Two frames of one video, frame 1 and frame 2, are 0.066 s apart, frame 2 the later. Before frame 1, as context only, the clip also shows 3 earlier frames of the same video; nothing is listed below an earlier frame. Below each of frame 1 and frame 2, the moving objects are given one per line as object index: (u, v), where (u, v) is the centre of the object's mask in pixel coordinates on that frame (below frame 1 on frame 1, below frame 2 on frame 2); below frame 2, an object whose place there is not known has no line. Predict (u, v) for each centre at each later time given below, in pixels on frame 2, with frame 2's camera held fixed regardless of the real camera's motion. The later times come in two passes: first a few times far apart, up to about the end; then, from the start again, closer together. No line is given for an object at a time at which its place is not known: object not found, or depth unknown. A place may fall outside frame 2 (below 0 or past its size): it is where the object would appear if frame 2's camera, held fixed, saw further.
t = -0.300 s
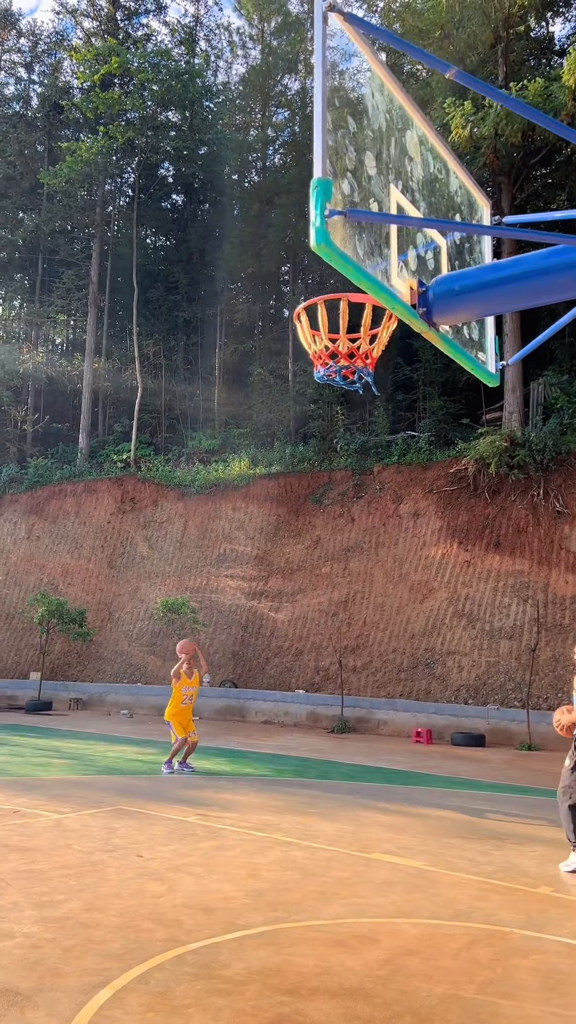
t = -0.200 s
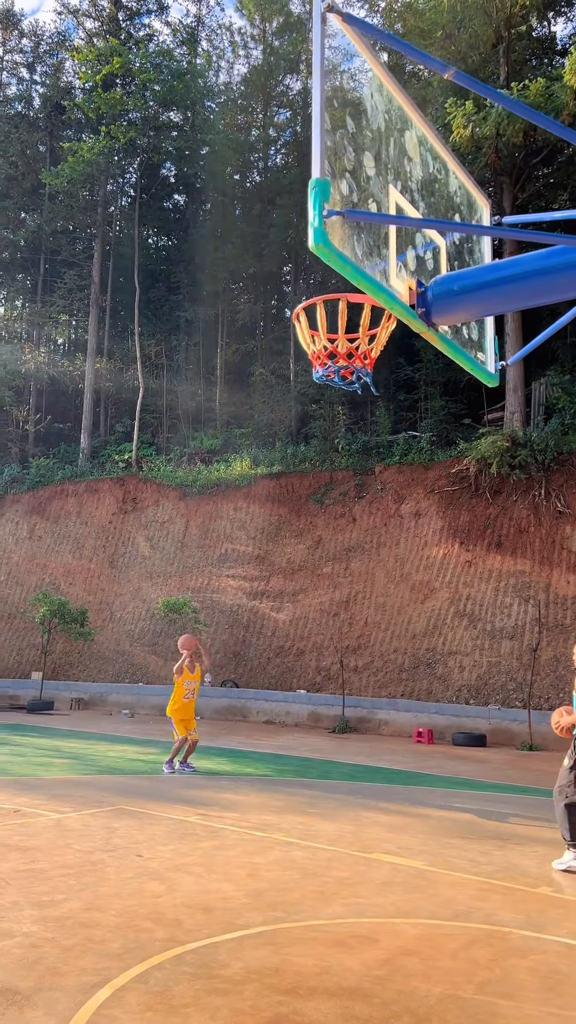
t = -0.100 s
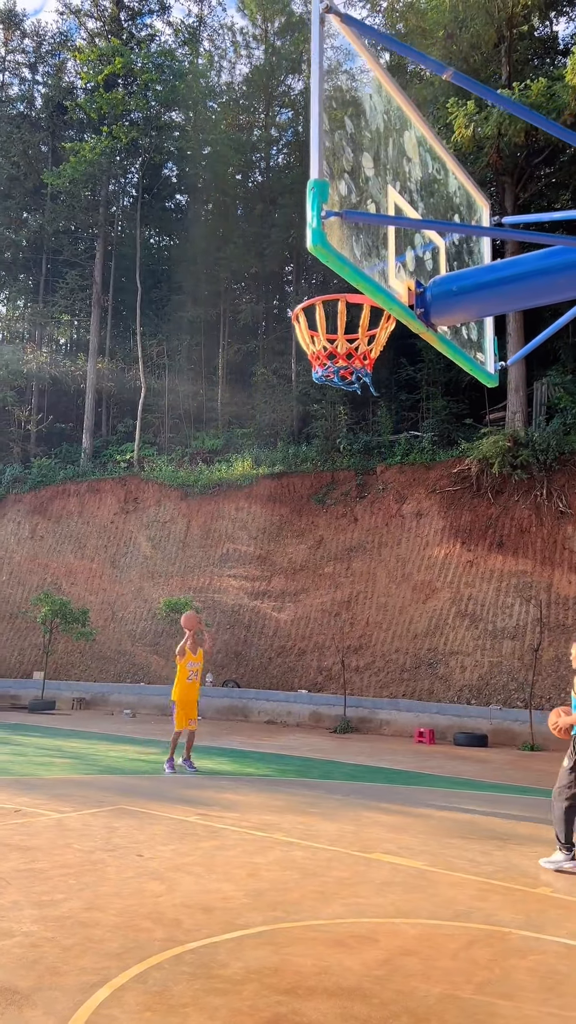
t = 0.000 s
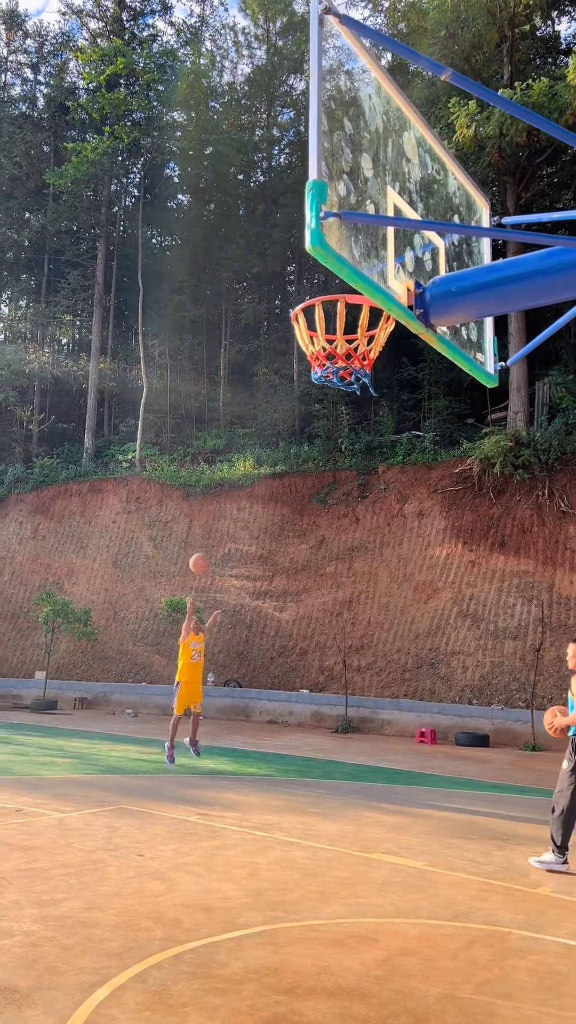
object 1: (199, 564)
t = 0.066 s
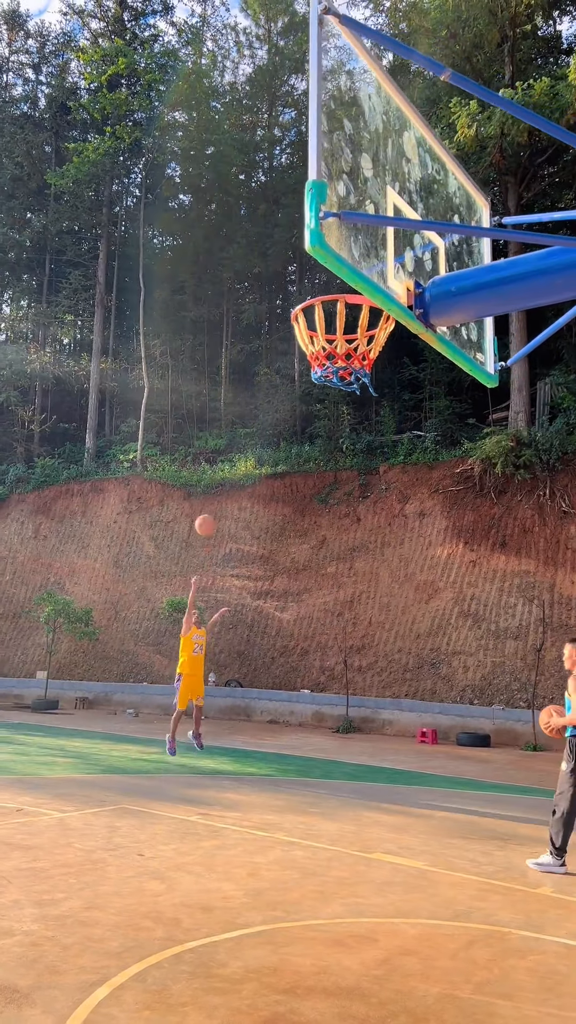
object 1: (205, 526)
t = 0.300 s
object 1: (224, 405)
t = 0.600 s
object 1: (254, 289)
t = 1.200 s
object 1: (343, 329)
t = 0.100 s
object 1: (207, 507)
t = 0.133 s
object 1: (210, 489)
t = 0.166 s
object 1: (213, 471)
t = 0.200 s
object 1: (216, 454)
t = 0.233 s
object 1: (219, 438)
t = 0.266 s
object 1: (221, 421)
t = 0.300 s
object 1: (224, 405)
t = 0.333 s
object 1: (227, 390)
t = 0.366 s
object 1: (230, 375)
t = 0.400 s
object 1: (233, 361)
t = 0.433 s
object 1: (236, 348)
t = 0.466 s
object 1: (239, 335)
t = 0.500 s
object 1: (242, 322)
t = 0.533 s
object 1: (246, 310)
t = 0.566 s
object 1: (250, 299)
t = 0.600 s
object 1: (254, 289)
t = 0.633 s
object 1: (258, 279)
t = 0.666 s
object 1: (262, 270)
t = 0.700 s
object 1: (266, 262)
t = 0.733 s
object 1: (271, 255)
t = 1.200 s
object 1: (343, 329)
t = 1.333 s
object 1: (344, 335)
